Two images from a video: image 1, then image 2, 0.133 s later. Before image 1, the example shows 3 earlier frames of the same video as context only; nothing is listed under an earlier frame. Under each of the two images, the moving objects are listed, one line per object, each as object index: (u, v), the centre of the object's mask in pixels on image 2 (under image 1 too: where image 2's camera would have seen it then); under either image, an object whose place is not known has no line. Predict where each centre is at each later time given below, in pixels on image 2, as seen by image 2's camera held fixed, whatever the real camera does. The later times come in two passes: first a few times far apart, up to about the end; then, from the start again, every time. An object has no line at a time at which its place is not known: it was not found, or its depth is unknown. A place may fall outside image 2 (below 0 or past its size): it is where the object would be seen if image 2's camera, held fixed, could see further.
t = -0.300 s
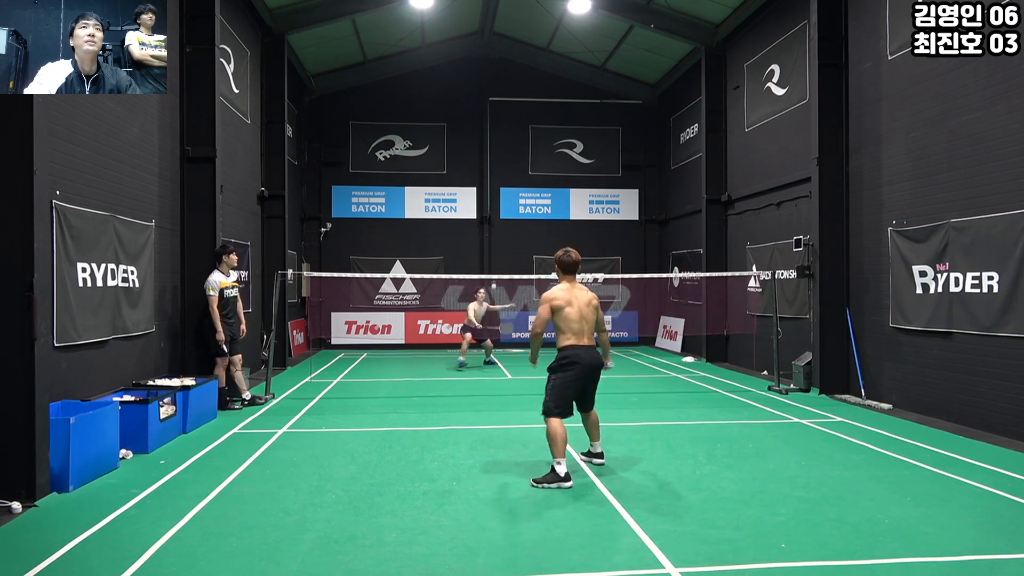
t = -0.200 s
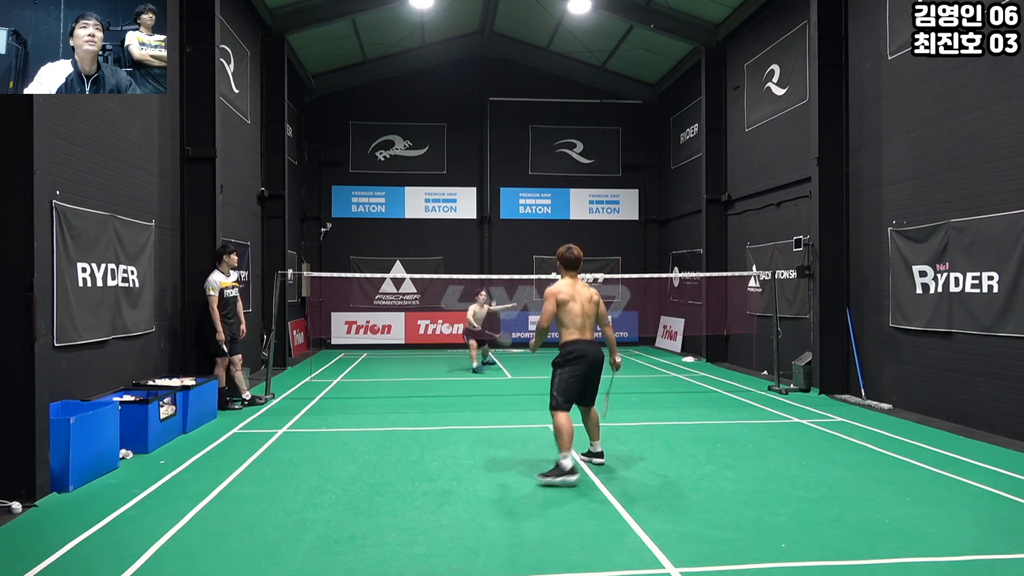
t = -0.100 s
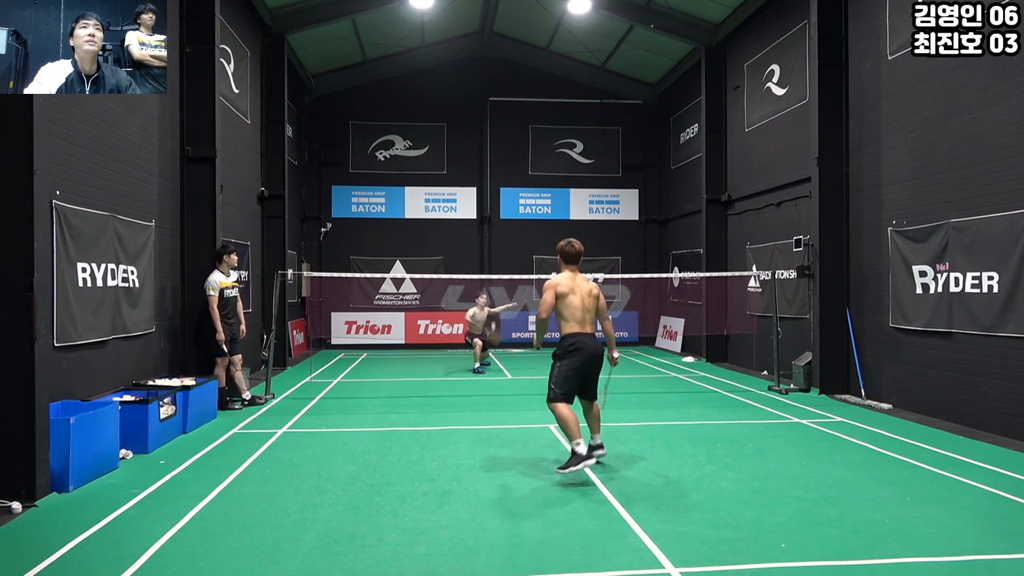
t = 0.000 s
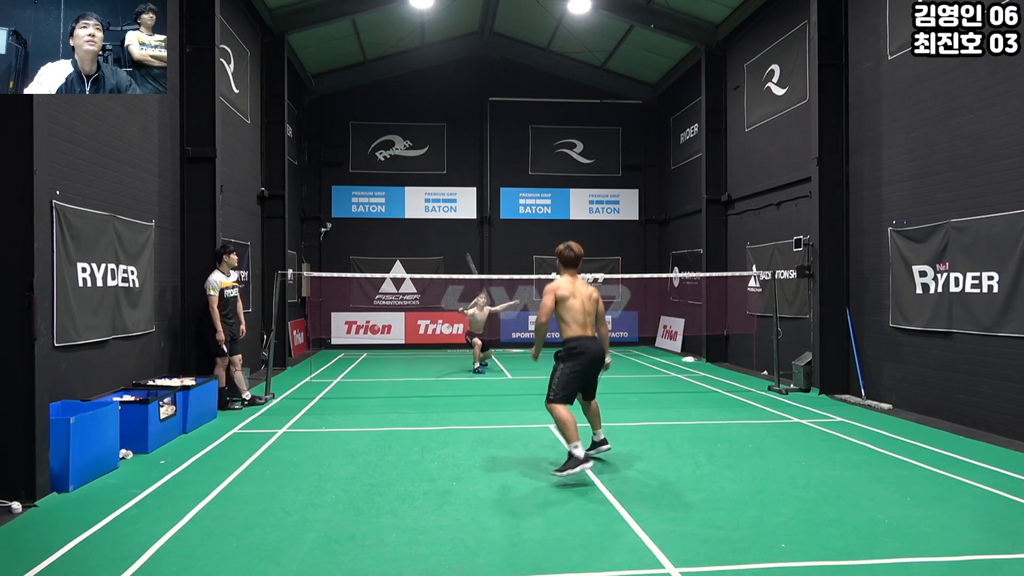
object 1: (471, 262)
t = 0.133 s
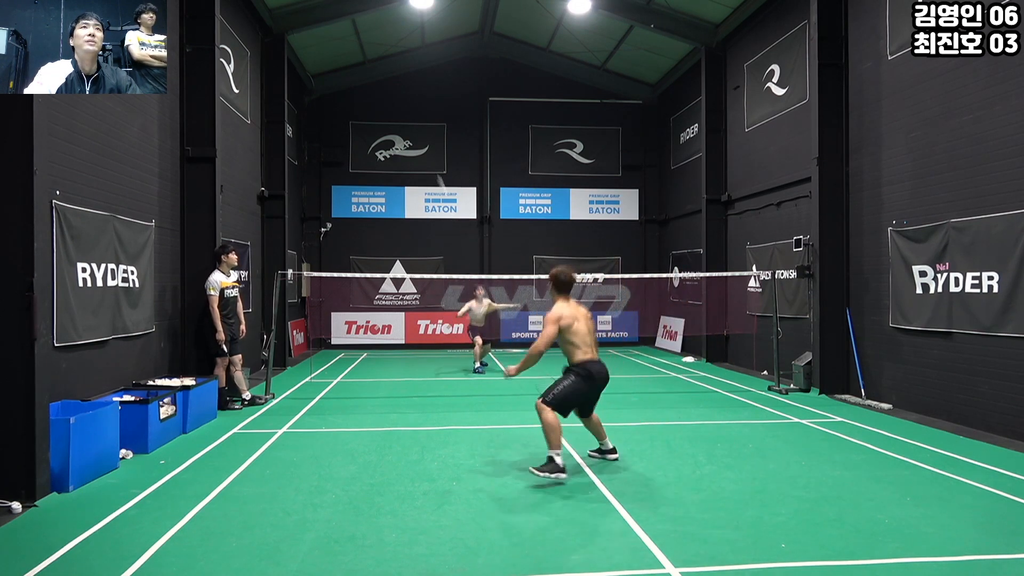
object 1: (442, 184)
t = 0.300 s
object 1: (408, 114)
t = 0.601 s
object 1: (344, 58)
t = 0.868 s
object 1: (279, 103)
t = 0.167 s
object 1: (435, 169)
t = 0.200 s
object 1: (429, 154)
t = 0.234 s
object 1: (421, 139)
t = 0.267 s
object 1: (415, 127)
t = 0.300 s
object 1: (408, 114)
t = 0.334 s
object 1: (401, 103)
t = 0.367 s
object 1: (395, 94)
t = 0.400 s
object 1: (388, 85)
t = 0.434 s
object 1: (380, 78)
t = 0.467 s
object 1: (373, 72)
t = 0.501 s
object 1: (366, 66)
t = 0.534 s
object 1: (359, 62)
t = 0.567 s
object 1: (352, 59)
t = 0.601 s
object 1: (344, 58)
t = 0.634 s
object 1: (336, 59)
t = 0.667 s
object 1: (329, 60)
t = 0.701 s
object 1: (320, 63)
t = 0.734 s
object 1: (312, 67)
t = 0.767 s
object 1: (304, 73)
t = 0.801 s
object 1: (296, 81)
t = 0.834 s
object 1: (287, 92)
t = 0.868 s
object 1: (279, 103)
